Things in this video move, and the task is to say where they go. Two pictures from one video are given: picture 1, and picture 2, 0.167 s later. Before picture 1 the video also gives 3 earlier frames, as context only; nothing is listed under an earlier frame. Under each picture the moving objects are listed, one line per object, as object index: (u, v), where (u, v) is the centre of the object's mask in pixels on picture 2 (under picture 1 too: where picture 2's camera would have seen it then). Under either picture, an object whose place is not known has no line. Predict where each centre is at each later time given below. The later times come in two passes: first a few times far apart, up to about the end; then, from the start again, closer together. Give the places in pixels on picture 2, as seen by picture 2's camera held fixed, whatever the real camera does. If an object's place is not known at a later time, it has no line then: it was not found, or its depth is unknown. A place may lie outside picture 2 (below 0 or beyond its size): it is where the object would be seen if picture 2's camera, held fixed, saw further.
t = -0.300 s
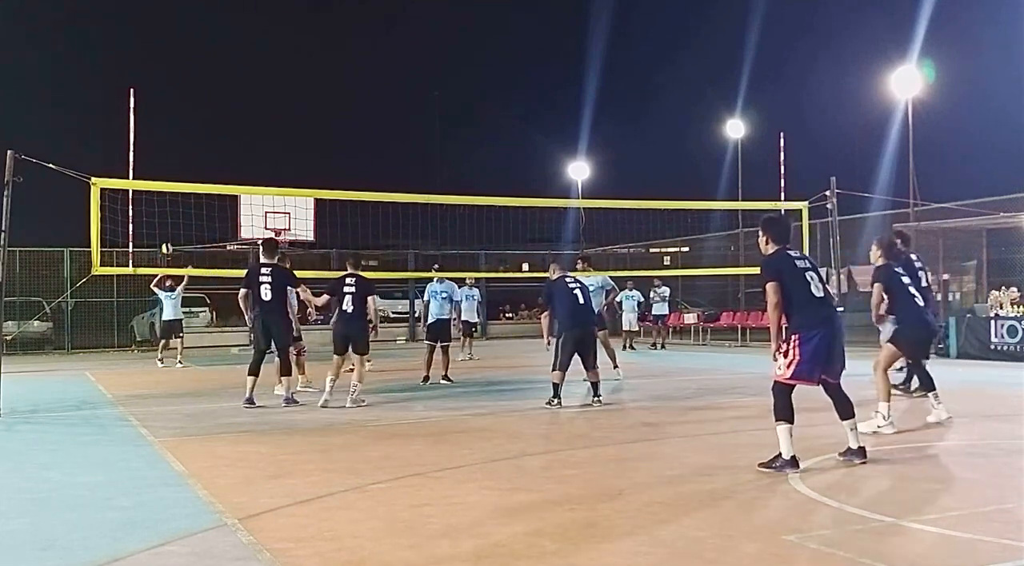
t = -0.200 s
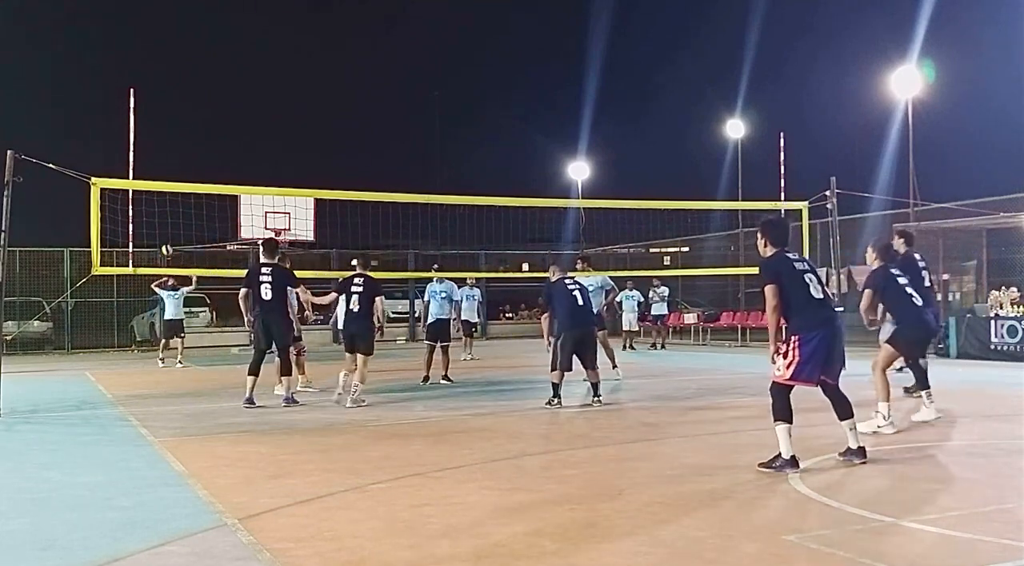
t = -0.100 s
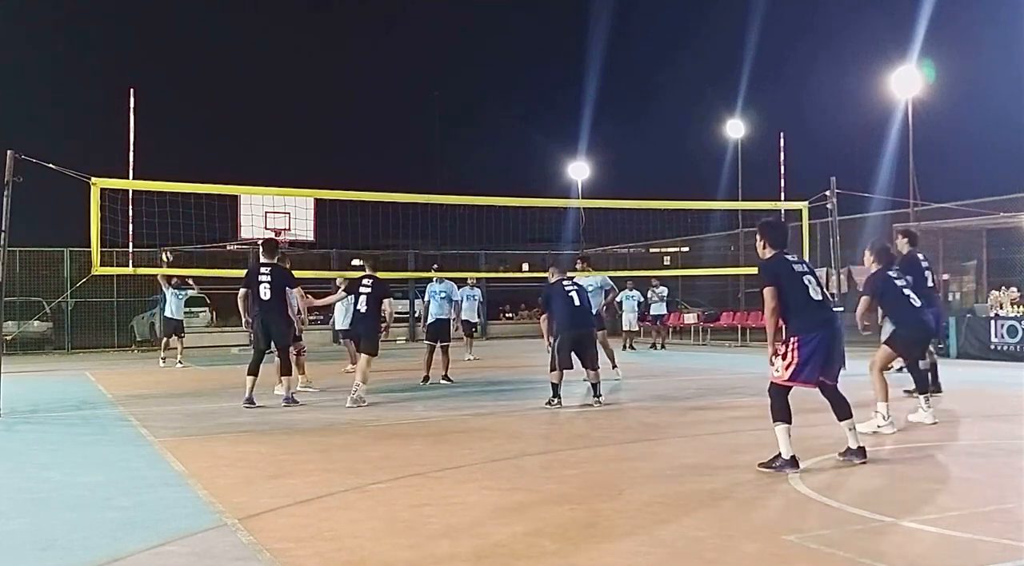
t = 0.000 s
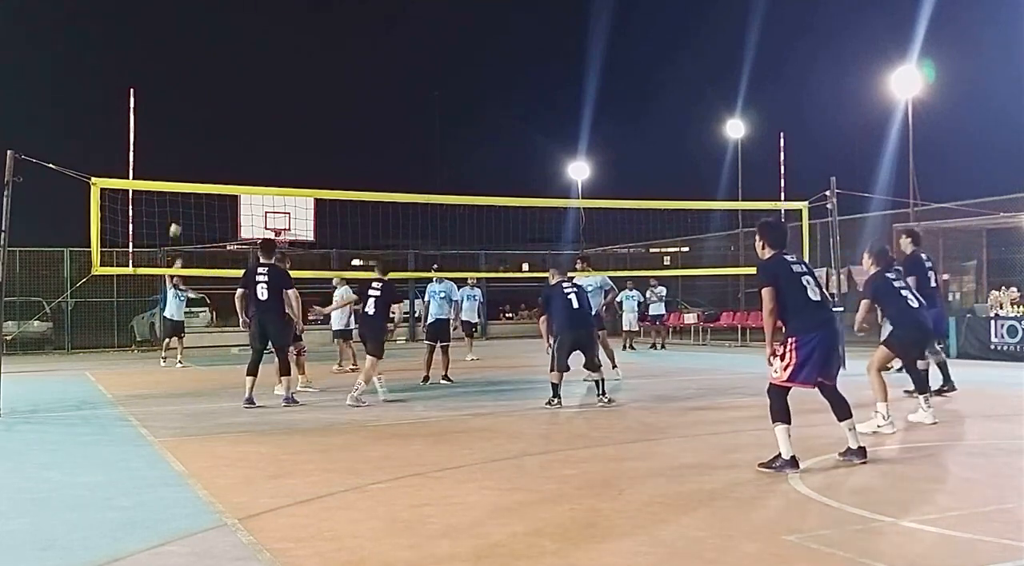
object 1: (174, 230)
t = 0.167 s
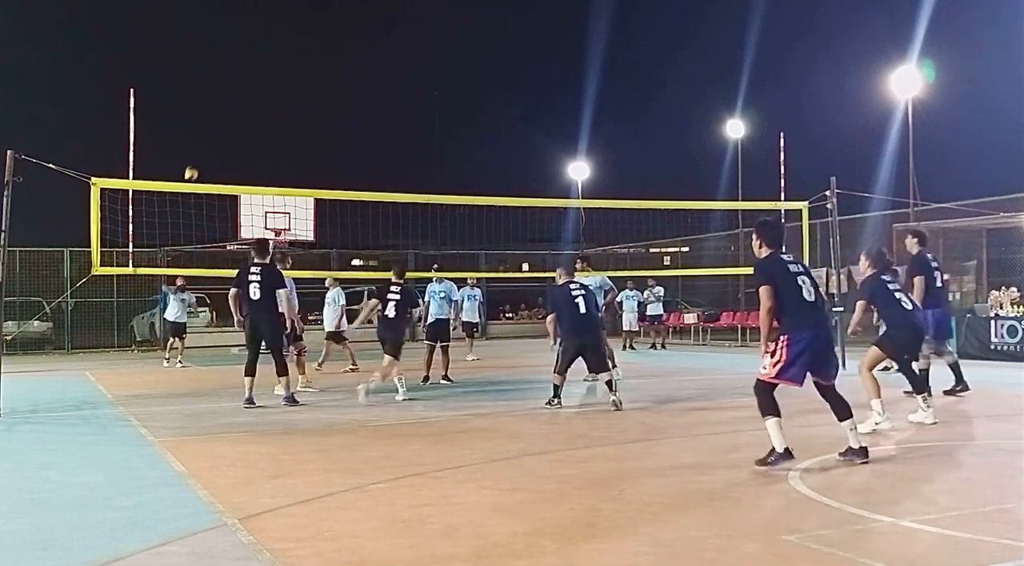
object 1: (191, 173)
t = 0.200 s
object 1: (194, 164)
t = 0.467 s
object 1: (218, 110)
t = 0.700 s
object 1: (248, 82)
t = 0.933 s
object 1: (281, 88)
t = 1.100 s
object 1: (308, 125)
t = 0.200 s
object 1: (194, 164)
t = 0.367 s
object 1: (207, 130)
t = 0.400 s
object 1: (210, 123)
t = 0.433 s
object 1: (214, 116)
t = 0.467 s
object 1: (218, 110)
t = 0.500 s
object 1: (222, 104)
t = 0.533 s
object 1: (226, 99)
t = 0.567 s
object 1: (230, 94)
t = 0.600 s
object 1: (234, 90)
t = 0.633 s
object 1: (239, 87)
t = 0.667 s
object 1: (243, 84)
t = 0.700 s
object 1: (248, 82)
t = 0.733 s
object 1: (252, 80)
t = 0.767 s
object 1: (257, 80)
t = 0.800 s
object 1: (261, 80)
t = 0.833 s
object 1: (266, 80)
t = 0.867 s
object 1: (271, 82)
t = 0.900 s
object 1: (276, 85)
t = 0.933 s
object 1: (281, 88)
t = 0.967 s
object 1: (286, 93)
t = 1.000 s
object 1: (291, 99)
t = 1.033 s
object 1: (296, 106)
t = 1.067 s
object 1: (302, 115)
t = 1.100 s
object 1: (308, 125)
